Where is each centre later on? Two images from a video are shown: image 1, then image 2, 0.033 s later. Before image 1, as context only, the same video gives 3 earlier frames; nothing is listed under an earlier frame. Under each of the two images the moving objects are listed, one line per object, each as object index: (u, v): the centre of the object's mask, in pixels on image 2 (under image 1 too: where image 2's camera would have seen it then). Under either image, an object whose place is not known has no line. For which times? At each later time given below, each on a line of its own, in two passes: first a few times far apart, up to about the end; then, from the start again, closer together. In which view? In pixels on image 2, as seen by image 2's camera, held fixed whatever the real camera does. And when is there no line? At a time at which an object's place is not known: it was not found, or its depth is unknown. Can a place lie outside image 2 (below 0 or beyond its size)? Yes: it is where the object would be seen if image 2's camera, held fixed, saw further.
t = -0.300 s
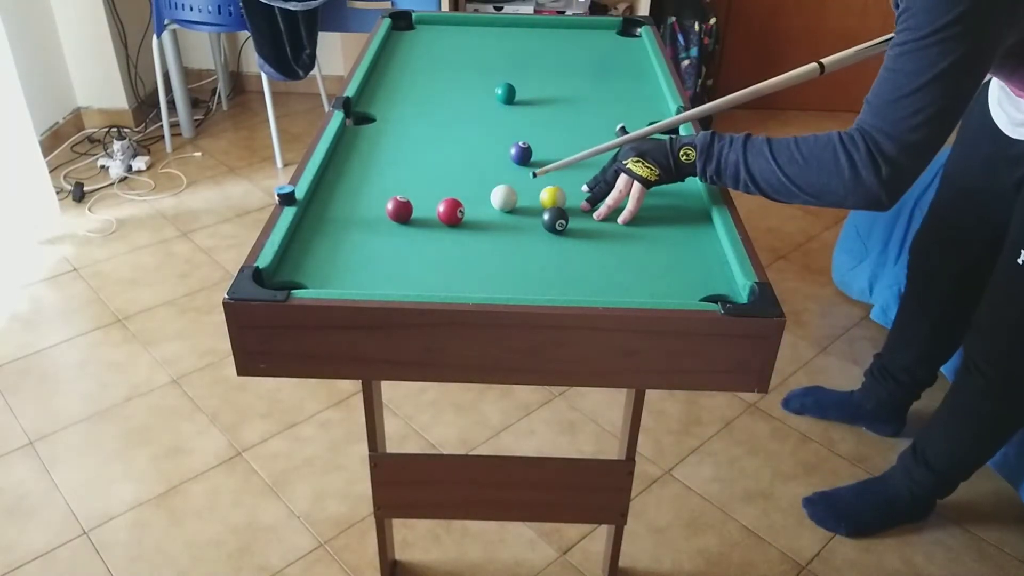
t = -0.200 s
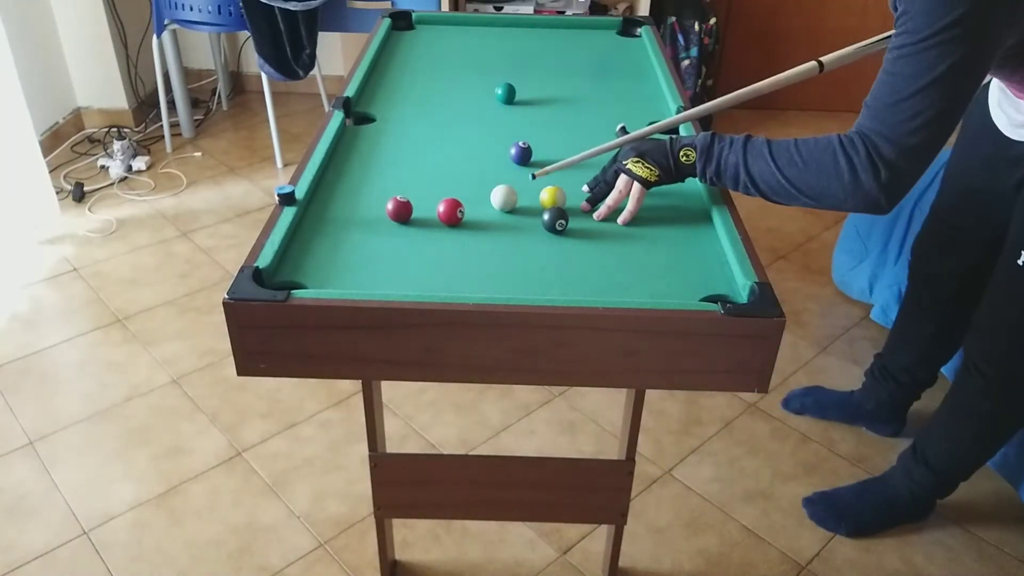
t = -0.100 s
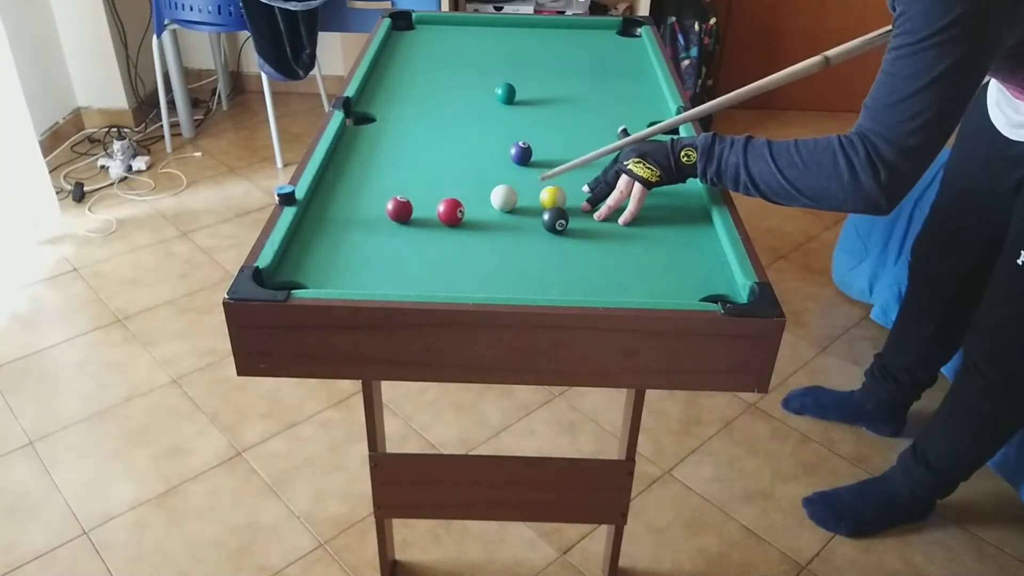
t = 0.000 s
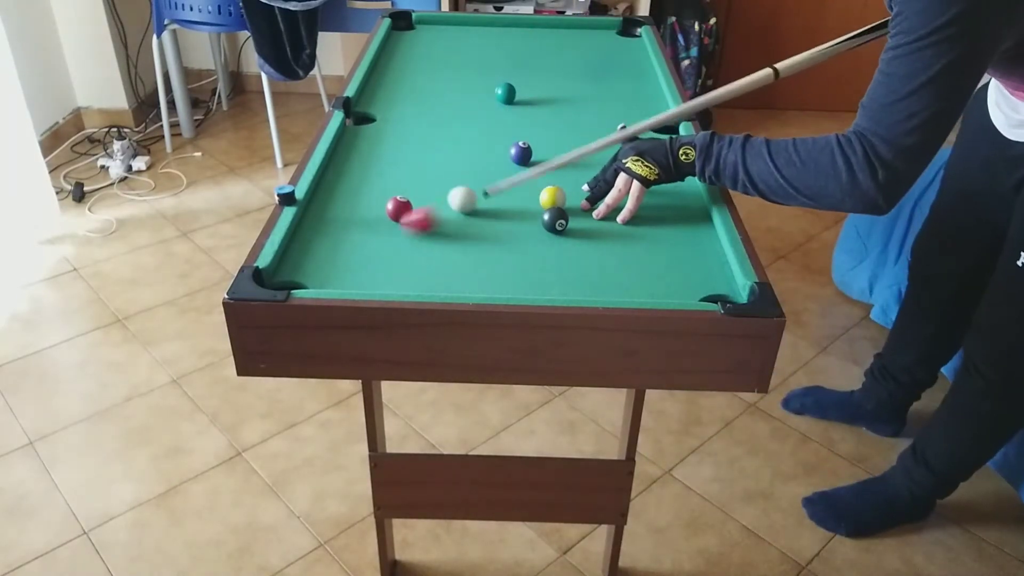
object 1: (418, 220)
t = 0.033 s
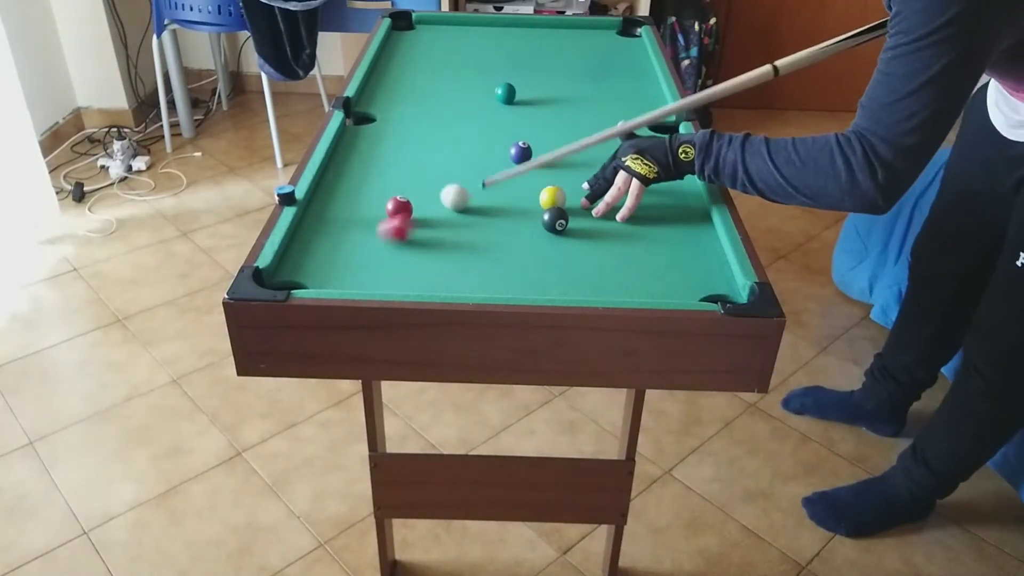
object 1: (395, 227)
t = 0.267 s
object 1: (297, 273)
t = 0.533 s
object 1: (306, 262)
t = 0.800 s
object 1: (306, 242)
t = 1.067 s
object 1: (307, 225)
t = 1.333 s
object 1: (316, 215)
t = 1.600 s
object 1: (322, 208)
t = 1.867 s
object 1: (327, 203)
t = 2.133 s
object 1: (328, 201)
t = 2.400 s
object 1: (328, 201)
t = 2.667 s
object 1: (328, 201)
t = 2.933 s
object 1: (328, 201)
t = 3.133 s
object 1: (328, 201)
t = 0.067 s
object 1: (374, 235)
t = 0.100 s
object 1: (354, 242)
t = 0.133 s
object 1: (333, 248)
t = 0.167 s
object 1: (311, 256)
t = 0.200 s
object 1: (292, 262)
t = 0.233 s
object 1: (290, 266)
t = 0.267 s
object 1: (297, 273)
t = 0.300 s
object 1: (301, 279)
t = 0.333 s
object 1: (304, 278)
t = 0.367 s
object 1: (306, 275)
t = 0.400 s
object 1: (306, 273)
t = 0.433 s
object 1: (307, 270)
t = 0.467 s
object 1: (306, 267)
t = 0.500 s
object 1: (306, 265)
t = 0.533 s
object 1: (306, 262)
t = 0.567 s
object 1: (306, 259)
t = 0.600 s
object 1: (306, 257)
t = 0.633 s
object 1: (306, 254)
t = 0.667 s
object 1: (306, 251)
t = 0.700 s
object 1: (306, 249)
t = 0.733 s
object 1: (306, 247)
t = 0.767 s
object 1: (306, 244)
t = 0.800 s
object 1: (306, 242)
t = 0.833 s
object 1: (306, 239)
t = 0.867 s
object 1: (306, 237)
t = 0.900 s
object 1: (306, 235)
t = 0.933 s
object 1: (306, 233)
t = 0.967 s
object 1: (306, 231)
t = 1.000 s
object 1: (306, 229)
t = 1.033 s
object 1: (306, 227)
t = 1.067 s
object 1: (307, 225)
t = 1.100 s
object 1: (307, 224)
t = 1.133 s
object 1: (309, 222)
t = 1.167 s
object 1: (309, 221)
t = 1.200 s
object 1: (311, 220)
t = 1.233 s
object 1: (312, 219)
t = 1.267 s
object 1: (313, 217)
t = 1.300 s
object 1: (315, 216)
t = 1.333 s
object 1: (316, 215)
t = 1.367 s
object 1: (317, 214)
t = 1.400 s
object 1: (318, 213)
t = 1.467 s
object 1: (319, 212)
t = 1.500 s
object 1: (320, 211)
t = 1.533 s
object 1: (320, 210)
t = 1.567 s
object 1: (321, 210)
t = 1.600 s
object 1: (322, 208)
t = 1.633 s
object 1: (323, 208)
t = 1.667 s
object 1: (323, 207)
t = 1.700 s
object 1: (324, 206)
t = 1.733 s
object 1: (325, 205)
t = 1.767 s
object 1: (325, 205)
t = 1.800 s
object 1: (326, 204)
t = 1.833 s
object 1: (326, 204)
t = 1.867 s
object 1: (327, 203)
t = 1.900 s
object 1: (327, 203)
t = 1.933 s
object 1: (327, 202)
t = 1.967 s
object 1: (327, 202)
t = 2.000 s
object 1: (328, 202)
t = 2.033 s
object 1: (328, 202)
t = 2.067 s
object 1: (328, 201)
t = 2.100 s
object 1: (328, 201)
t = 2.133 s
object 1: (328, 201)
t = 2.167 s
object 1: (328, 201)
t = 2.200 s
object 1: (328, 201)
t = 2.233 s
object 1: (328, 201)
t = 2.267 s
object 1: (328, 201)
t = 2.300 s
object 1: (328, 201)
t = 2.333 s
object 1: (328, 201)
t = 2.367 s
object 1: (328, 201)
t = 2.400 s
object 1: (328, 201)
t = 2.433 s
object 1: (328, 201)
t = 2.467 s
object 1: (328, 201)
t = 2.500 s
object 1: (328, 201)
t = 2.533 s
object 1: (328, 201)
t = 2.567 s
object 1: (328, 201)
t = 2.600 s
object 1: (328, 201)
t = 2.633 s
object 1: (328, 201)
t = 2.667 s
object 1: (328, 201)
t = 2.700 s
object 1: (328, 201)
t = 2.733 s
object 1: (328, 201)
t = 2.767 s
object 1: (328, 201)
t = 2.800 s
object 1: (328, 201)
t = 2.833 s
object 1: (328, 201)
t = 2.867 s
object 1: (328, 201)
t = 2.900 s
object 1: (328, 201)
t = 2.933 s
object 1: (328, 201)
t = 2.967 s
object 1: (328, 201)
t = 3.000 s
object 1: (328, 201)
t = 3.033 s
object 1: (328, 201)
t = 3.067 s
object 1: (328, 201)
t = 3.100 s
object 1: (328, 201)
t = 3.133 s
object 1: (328, 201)
